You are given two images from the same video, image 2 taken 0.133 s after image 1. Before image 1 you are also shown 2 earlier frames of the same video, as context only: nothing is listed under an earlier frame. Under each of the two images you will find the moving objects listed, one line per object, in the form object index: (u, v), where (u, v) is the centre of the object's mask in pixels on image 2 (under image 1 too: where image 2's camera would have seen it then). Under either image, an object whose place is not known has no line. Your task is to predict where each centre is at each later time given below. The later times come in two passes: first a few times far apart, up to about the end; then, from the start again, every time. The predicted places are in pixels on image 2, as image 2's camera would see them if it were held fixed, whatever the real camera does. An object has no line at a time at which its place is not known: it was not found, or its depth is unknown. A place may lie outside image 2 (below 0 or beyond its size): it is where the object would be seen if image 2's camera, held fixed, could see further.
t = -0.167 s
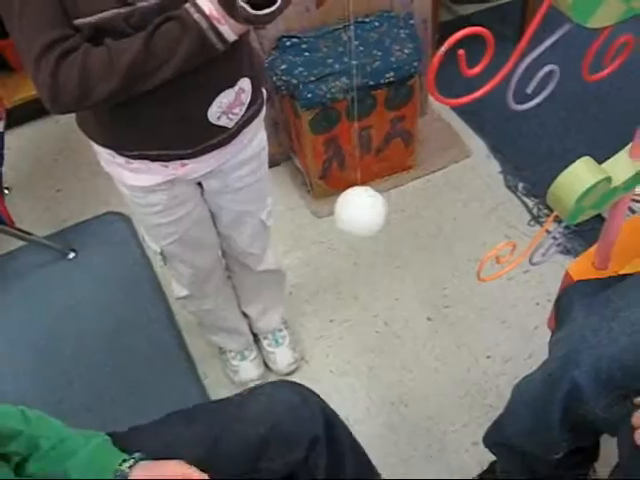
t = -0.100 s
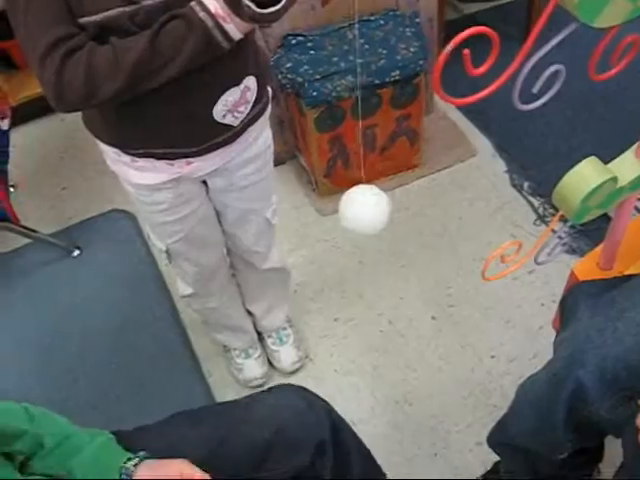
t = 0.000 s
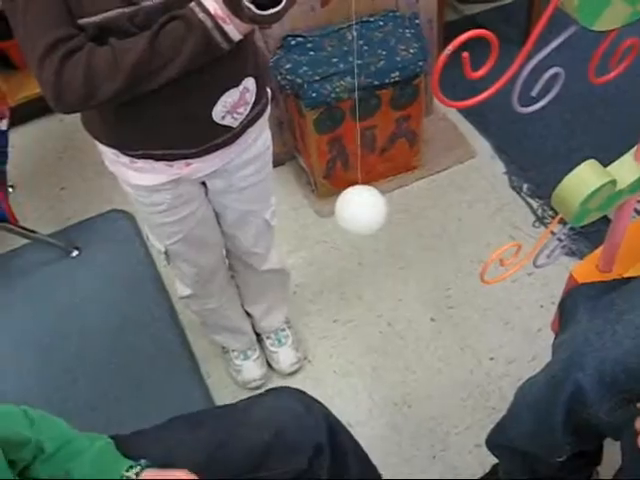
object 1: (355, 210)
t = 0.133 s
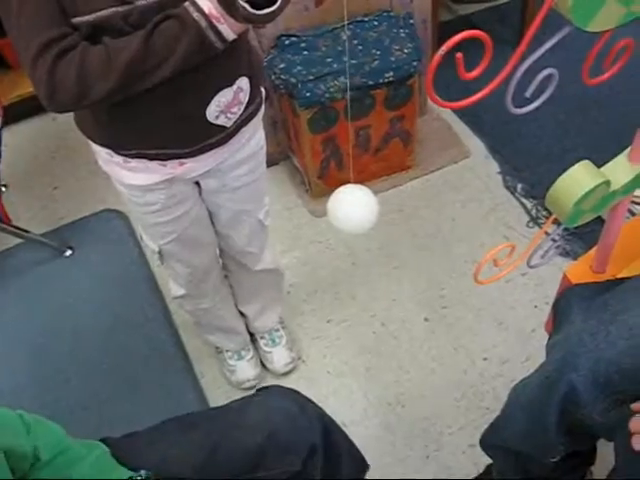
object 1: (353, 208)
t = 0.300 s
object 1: (351, 209)
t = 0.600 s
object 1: (353, 215)
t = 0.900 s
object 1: (356, 214)
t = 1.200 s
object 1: (354, 209)
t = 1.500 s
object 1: (349, 202)
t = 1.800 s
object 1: (352, 216)
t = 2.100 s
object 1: (355, 220)
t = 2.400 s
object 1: (355, 215)
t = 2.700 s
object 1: (352, 210)
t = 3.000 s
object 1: (351, 215)
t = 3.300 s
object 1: (357, 221)
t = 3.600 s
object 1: (358, 220)
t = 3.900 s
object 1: (353, 214)
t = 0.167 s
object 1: (352, 208)
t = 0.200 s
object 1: (352, 208)
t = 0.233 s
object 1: (351, 208)
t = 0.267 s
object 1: (351, 208)
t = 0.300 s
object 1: (351, 209)
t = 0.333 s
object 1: (351, 209)
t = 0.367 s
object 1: (350, 210)
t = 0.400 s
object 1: (351, 211)
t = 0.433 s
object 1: (351, 212)
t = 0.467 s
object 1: (351, 212)
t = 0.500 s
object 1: (351, 213)
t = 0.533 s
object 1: (352, 214)
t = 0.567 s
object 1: (352, 214)
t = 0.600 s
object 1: (353, 215)
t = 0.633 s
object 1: (354, 216)
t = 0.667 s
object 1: (354, 216)
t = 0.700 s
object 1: (355, 216)
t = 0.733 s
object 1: (355, 216)
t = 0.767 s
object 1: (356, 215)
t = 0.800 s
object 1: (356, 215)
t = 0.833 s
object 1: (356, 214)
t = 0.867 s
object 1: (356, 214)
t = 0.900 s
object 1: (356, 214)
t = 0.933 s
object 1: (356, 213)
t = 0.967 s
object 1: (356, 213)
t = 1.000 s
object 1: (356, 213)
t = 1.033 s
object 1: (356, 212)
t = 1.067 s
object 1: (356, 212)
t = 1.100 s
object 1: (355, 211)
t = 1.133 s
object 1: (355, 210)
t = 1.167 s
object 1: (355, 210)
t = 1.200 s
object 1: (354, 209)
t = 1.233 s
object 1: (354, 208)
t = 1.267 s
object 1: (353, 207)
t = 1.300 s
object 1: (352, 205)
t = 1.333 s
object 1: (351, 204)
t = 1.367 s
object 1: (350, 203)
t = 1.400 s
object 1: (350, 202)
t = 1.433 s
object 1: (349, 202)
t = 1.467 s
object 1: (349, 202)
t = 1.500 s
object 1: (349, 202)
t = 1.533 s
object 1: (349, 203)
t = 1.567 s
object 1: (349, 204)
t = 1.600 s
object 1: (349, 206)
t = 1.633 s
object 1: (349, 208)
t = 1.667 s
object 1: (350, 210)
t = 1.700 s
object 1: (350, 212)
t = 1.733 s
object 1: (351, 214)
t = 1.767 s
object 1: (352, 215)
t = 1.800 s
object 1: (352, 216)
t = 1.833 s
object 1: (352, 217)
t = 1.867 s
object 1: (352, 217)
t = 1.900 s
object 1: (352, 218)
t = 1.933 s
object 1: (352, 218)
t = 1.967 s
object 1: (353, 218)
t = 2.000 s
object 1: (353, 219)
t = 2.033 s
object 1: (354, 219)
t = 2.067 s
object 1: (355, 220)
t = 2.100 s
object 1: (355, 220)
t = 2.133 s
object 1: (355, 219)
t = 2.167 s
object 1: (356, 219)
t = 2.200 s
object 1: (356, 219)
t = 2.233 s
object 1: (356, 218)
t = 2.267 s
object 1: (356, 218)
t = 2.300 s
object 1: (356, 217)
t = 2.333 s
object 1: (356, 216)
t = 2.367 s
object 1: (355, 216)
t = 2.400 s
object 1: (355, 215)
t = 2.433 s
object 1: (354, 214)
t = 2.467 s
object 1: (354, 213)
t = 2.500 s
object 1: (353, 212)
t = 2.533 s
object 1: (353, 211)
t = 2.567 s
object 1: (353, 210)
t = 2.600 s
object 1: (352, 211)
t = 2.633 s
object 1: (352, 211)
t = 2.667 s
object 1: (352, 210)
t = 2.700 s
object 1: (352, 210)
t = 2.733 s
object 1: (351, 210)
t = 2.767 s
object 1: (351, 211)
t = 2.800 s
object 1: (351, 211)
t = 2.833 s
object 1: (351, 211)
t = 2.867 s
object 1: (350, 212)
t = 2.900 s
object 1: (351, 212)
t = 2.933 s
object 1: (351, 213)
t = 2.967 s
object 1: (351, 214)
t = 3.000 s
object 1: (351, 215)
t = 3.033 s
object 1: (352, 215)
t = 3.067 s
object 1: (352, 217)
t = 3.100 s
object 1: (353, 218)
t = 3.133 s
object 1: (353, 218)
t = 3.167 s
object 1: (354, 218)
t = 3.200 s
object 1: (355, 220)
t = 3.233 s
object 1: (355, 220)
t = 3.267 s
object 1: (356, 221)
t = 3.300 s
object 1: (357, 221)
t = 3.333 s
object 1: (357, 221)
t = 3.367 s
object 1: (357, 221)
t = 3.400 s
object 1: (358, 221)
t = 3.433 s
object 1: (358, 221)
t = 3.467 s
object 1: (358, 221)
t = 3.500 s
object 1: (358, 220)
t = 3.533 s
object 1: (358, 221)
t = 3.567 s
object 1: (358, 220)
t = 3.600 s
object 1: (358, 220)
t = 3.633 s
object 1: (357, 219)
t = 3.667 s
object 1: (357, 218)
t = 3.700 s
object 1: (357, 217)
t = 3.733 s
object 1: (356, 217)
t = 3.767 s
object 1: (356, 216)
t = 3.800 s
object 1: (355, 216)
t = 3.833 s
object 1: (354, 215)
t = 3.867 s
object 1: (354, 215)
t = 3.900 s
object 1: (353, 214)
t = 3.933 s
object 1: (353, 214)
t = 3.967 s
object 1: (352, 214)
